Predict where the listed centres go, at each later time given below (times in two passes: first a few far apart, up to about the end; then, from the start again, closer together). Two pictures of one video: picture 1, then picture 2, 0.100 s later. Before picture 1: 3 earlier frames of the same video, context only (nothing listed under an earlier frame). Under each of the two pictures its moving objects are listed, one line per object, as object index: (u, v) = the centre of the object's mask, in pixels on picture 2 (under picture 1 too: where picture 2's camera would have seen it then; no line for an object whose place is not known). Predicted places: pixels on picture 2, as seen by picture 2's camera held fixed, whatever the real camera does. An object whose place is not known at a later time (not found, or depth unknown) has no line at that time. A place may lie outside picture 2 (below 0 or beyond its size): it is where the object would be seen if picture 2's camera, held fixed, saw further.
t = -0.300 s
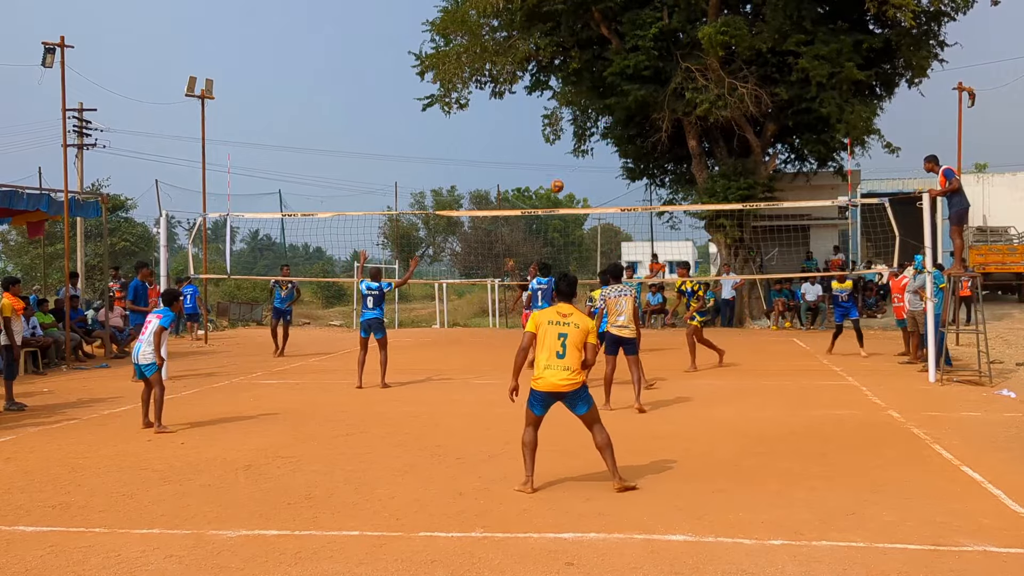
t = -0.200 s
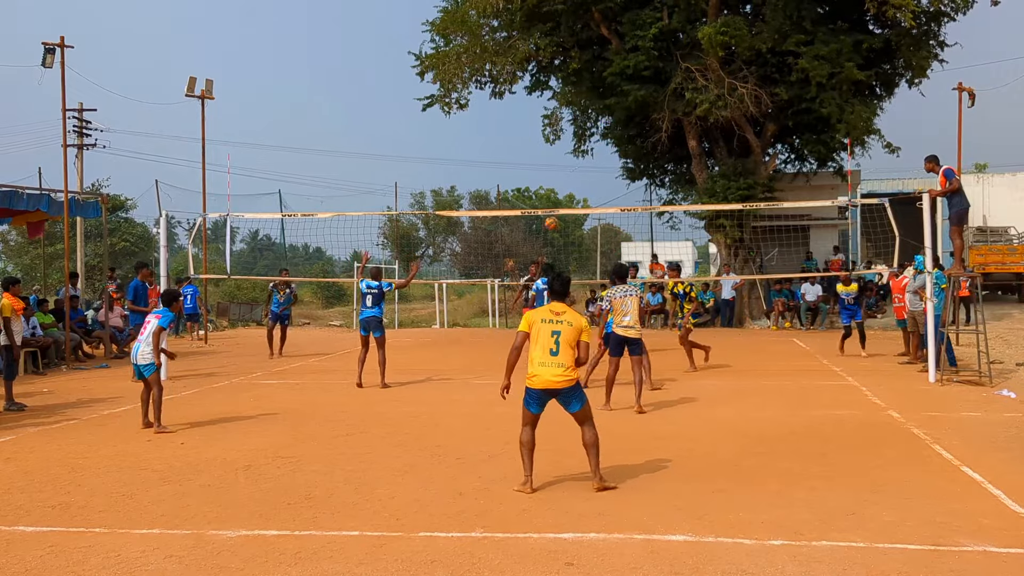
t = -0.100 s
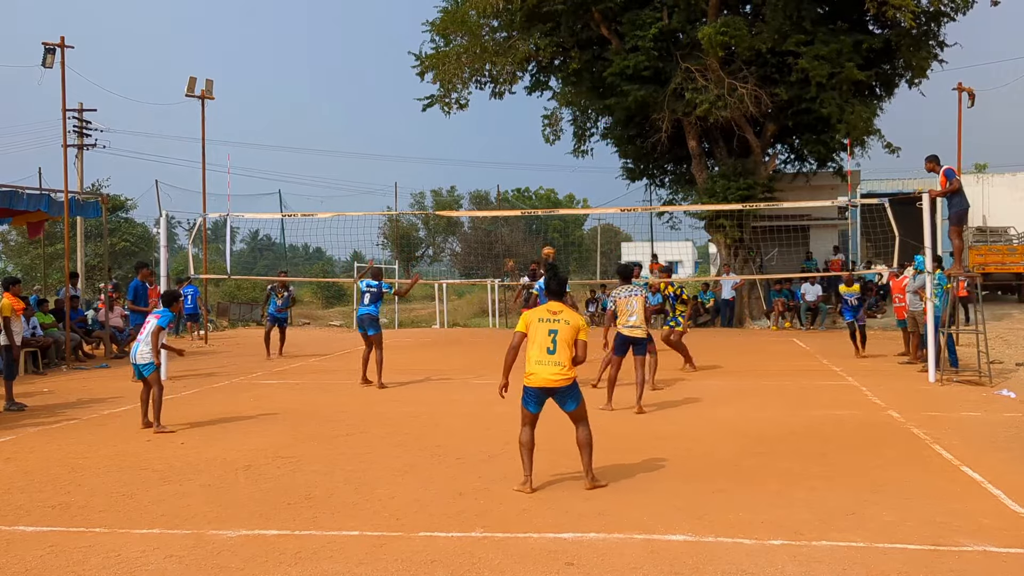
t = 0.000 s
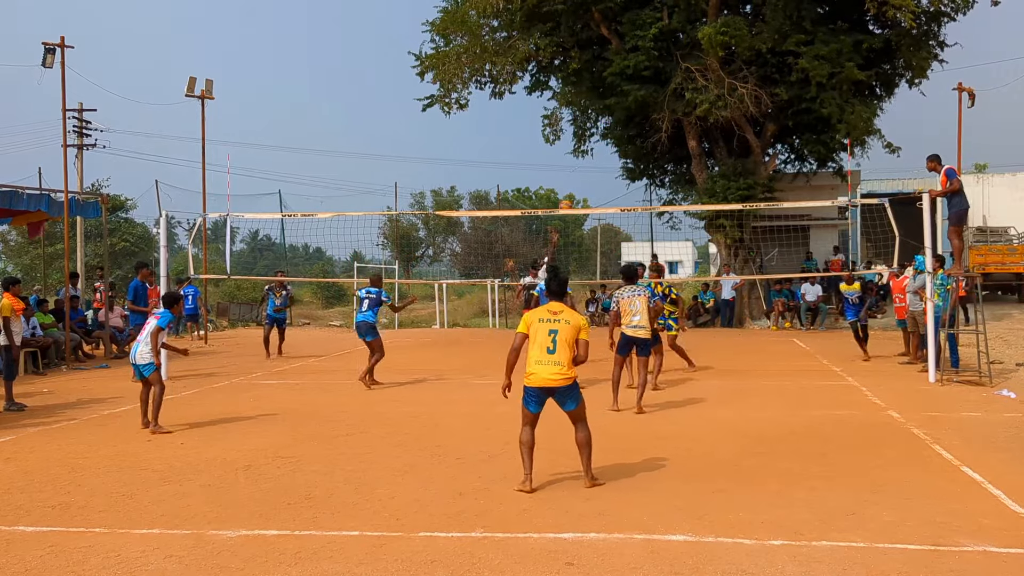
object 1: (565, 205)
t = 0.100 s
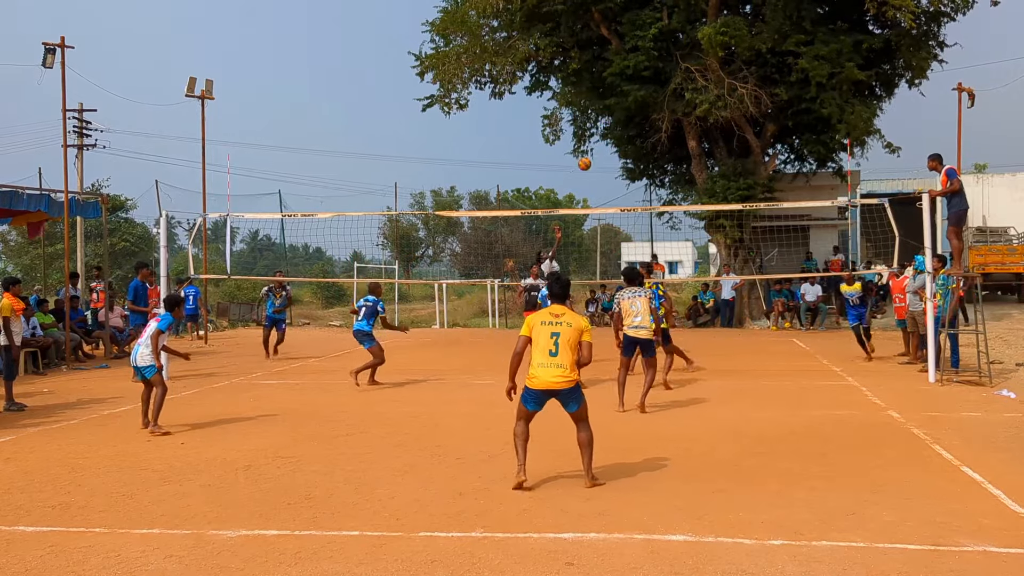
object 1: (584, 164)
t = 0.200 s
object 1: (604, 127)
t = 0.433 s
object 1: (649, 64)
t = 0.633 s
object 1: (687, 37)
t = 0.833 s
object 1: (725, 36)
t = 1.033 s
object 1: (763, 61)
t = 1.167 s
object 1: (787, 94)
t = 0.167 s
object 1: (597, 138)
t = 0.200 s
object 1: (604, 127)
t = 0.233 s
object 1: (610, 115)
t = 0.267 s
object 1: (616, 106)
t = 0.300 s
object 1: (623, 95)
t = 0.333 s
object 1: (630, 87)
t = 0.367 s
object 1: (636, 78)
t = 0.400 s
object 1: (642, 71)
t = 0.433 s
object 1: (649, 64)
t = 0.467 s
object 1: (655, 58)
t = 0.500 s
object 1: (662, 52)
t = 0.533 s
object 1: (668, 48)
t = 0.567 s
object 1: (674, 44)
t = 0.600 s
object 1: (681, 40)
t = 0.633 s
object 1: (687, 37)
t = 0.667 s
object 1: (694, 35)
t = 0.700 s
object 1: (700, 34)
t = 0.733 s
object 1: (706, 34)
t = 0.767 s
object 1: (712, 34)
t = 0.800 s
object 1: (719, 34)
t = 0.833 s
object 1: (725, 36)
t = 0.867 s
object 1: (731, 39)
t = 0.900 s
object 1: (738, 42)
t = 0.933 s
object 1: (743, 45)
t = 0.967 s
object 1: (750, 50)
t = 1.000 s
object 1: (757, 55)
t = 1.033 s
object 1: (763, 61)
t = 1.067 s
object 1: (769, 68)
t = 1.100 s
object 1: (775, 76)
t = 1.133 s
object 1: (781, 85)
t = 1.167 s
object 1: (787, 94)
